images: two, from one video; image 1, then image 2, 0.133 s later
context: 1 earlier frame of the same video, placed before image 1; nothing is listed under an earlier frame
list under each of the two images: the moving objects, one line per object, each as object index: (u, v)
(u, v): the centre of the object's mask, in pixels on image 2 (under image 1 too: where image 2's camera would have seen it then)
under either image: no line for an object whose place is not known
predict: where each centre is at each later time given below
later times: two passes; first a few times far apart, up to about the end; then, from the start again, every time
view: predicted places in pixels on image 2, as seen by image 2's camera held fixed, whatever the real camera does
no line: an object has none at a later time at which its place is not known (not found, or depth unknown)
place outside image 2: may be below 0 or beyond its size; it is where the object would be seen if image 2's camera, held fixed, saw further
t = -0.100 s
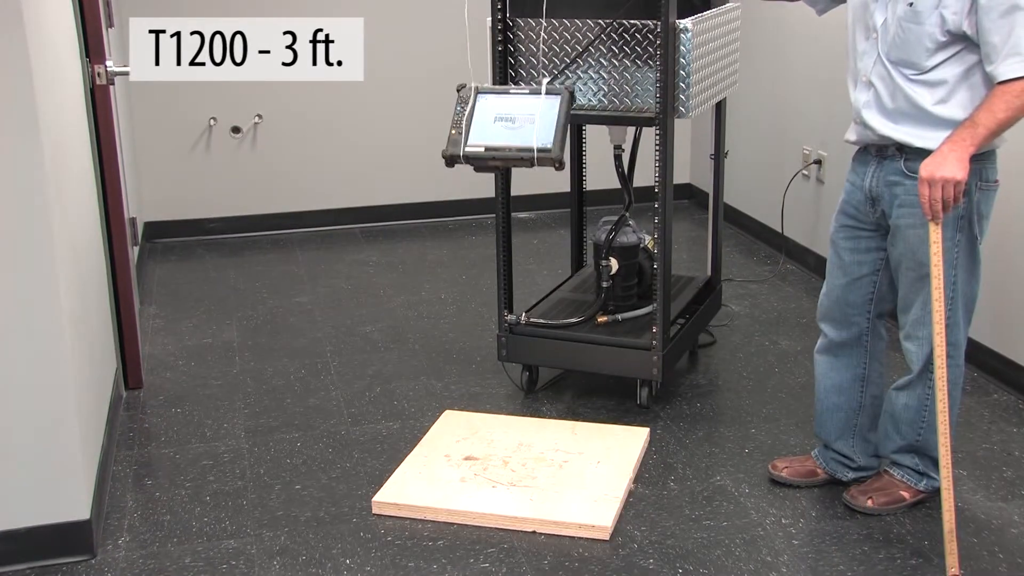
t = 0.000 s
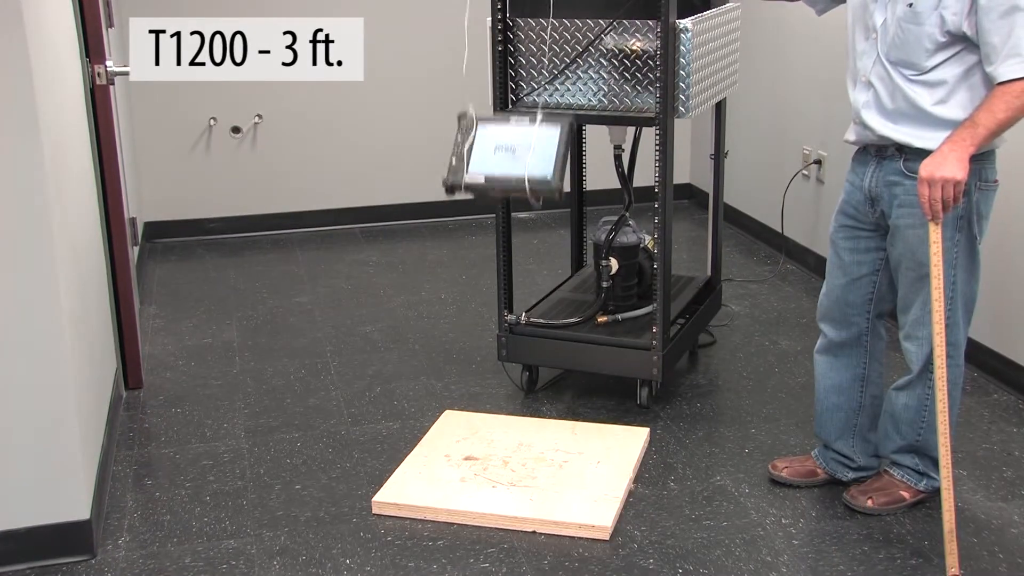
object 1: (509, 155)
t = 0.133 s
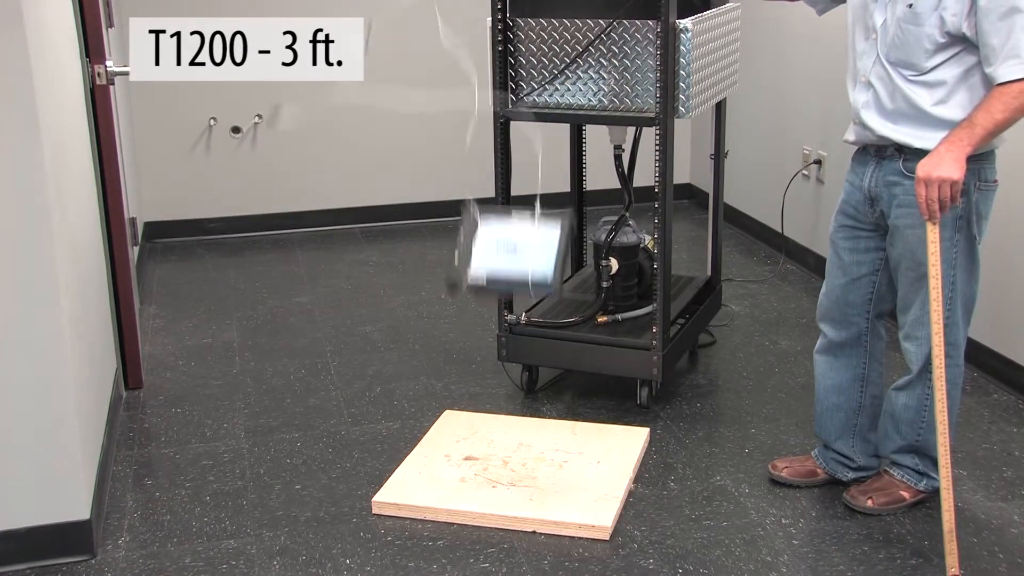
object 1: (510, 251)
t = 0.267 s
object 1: (514, 415)
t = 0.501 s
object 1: (507, 392)
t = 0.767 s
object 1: (499, 392)
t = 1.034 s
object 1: (508, 395)
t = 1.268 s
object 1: (548, 426)
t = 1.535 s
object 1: (562, 429)
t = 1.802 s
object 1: (562, 429)
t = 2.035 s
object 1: (563, 430)
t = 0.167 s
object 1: (511, 287)
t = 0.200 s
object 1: (513, 327)
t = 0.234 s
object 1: (512, 366)
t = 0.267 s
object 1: (514, 415)
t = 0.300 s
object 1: (514, 438)
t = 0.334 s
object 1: (517, 428)
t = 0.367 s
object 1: (502, 418)
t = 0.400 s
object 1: (502, 420)
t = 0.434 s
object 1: (512, 402)
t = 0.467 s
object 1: (509, 396)
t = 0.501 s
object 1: (507, 392)
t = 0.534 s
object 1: (504, 394)
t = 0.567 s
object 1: (501, 389)
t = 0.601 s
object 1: (500, 388)
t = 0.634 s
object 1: (499, 386)
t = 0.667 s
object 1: (499, 386)
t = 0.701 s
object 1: (499, 387)
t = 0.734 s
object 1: (499, 390)
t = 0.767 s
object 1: (499, 392)
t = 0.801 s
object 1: (498, 392)
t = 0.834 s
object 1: (499, 392)
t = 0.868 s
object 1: (500, 392)
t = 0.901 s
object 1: (501, 392)
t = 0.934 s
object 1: (502, 393)
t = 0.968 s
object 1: (504, 392)
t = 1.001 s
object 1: (506, 394)
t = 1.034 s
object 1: (508, 395)
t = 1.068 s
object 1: (512, 394)
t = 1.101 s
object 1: (517, 396)
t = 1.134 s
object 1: (520, 402)
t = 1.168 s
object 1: (529, 402)
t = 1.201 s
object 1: (535, 409)
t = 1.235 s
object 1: (544, 417)
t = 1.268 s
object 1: (548, 426)
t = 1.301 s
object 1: (551, 426)
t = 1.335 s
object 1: (554, 423)
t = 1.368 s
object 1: (558, 424)
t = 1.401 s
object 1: (560, 427)
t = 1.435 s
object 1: (561, 429)
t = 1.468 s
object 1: (561, 428)
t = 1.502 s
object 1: (562, 429)
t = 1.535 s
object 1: (562, 429)
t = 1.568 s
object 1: (562, 429)
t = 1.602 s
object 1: (562, 429)
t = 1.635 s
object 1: (562, 429)
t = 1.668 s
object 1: (562, 429)
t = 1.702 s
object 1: (562, 429)
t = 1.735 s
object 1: (562, 429)
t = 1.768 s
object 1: (562, 429)
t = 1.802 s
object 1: (562, 429)
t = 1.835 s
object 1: (562, 429)
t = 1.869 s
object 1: (562, 429)
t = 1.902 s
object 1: (563, 429)
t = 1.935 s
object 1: (563, 429)
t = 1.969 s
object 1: (563, 430)
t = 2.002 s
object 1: (563, 430)
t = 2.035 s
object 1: (563, 430)
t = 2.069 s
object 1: (563, 429)
